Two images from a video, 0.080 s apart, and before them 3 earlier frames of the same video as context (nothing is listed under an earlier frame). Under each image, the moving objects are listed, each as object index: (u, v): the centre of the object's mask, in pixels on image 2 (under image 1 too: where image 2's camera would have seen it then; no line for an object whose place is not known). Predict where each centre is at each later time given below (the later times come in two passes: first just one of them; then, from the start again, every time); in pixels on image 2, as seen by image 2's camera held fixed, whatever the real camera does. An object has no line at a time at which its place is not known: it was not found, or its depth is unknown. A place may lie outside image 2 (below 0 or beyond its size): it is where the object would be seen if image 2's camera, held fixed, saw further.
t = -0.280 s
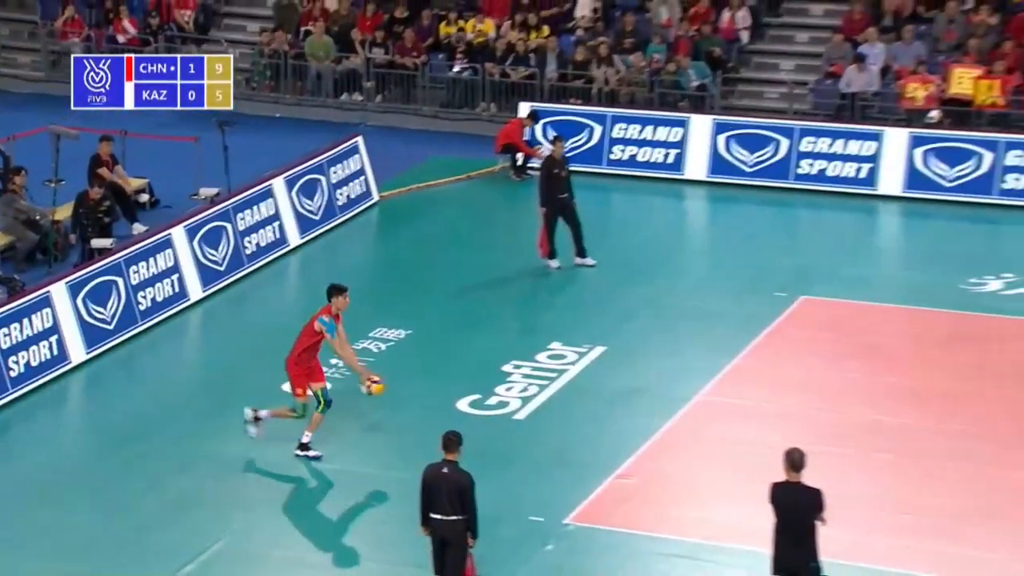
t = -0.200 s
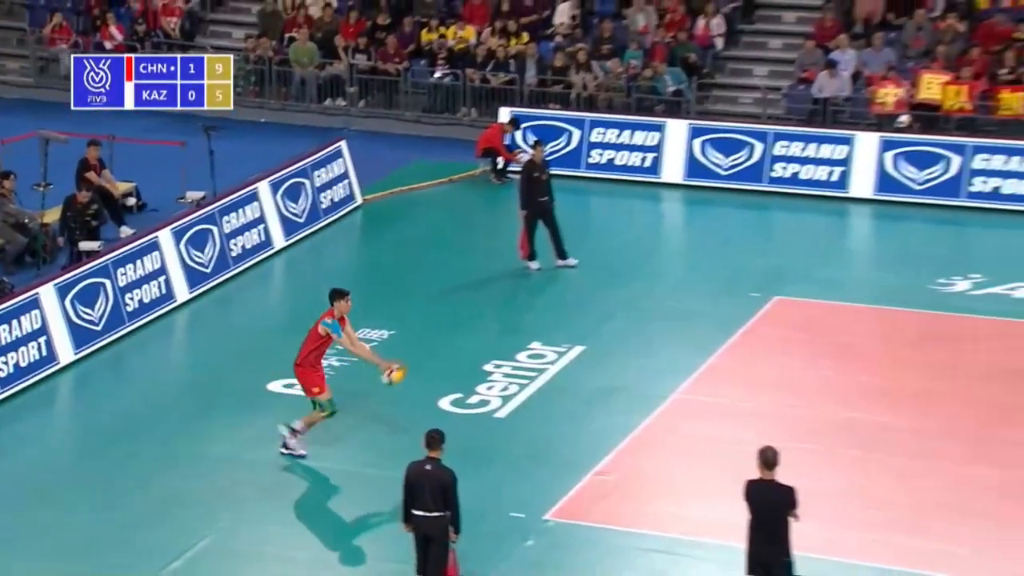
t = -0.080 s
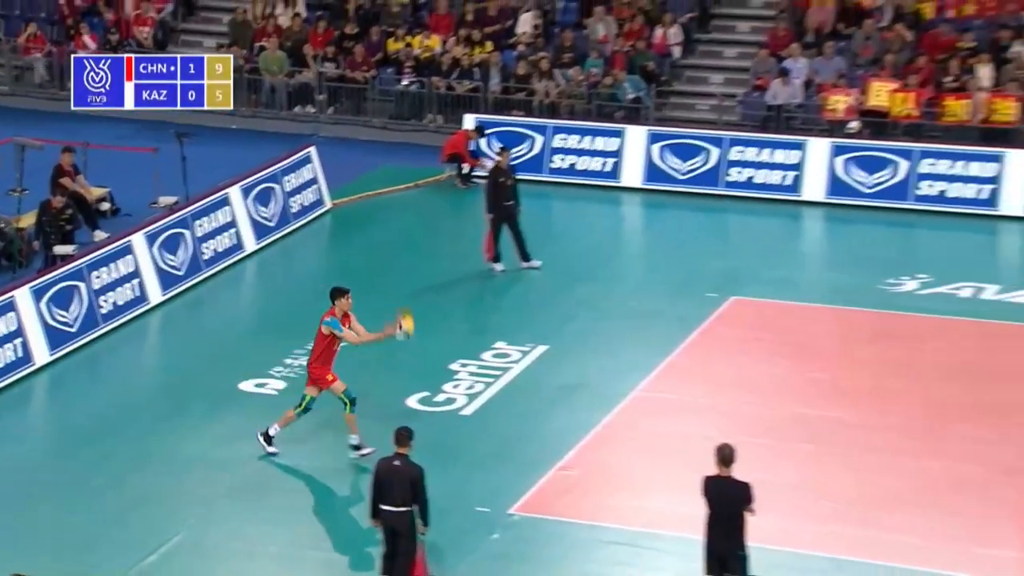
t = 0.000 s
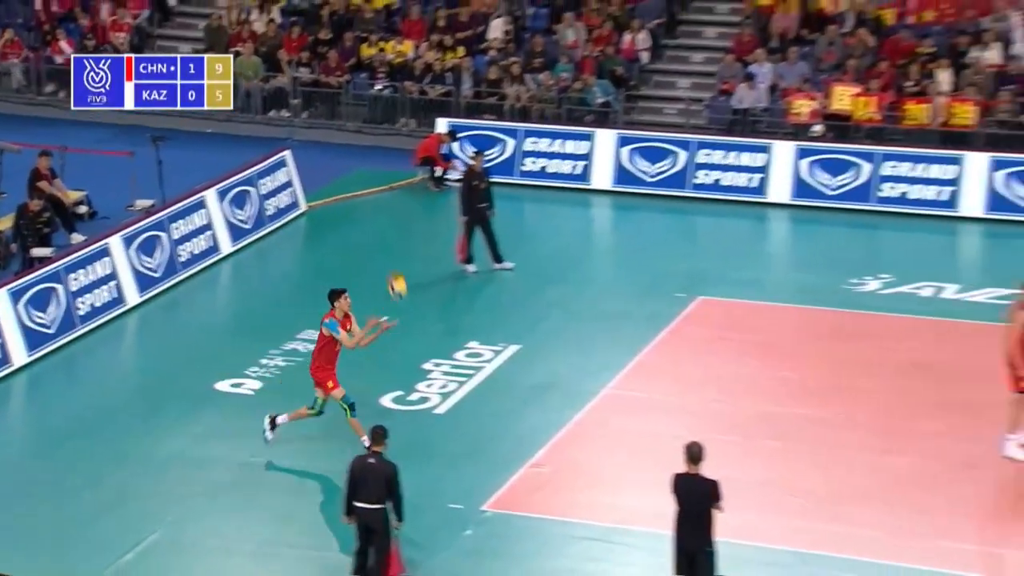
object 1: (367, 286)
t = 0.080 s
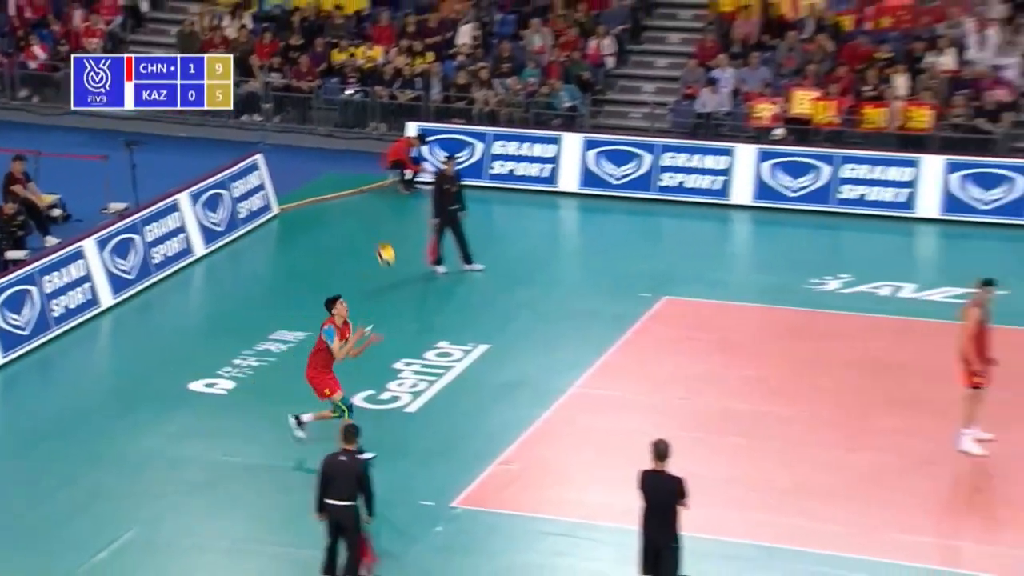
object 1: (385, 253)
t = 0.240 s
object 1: (419, 204)
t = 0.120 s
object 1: (394, 239)
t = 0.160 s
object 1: (402, 226)
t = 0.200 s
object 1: (410, 215)
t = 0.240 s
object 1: (419, 204)
